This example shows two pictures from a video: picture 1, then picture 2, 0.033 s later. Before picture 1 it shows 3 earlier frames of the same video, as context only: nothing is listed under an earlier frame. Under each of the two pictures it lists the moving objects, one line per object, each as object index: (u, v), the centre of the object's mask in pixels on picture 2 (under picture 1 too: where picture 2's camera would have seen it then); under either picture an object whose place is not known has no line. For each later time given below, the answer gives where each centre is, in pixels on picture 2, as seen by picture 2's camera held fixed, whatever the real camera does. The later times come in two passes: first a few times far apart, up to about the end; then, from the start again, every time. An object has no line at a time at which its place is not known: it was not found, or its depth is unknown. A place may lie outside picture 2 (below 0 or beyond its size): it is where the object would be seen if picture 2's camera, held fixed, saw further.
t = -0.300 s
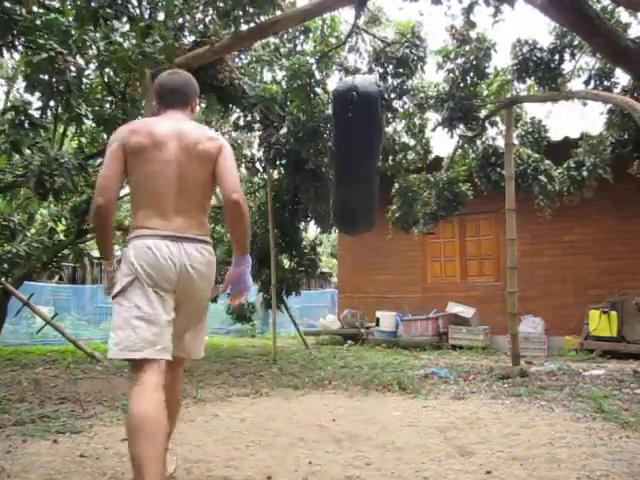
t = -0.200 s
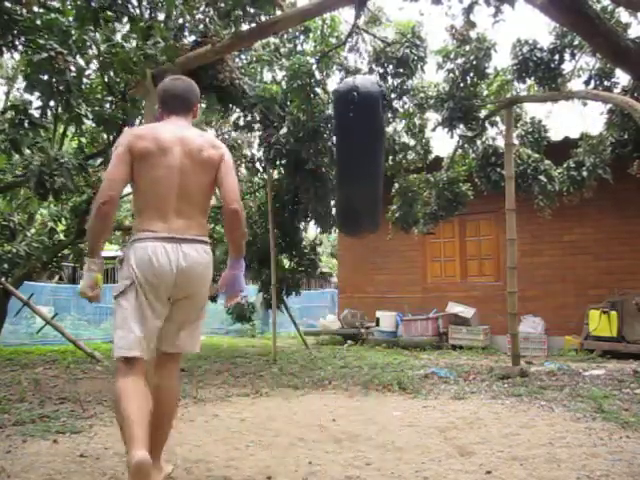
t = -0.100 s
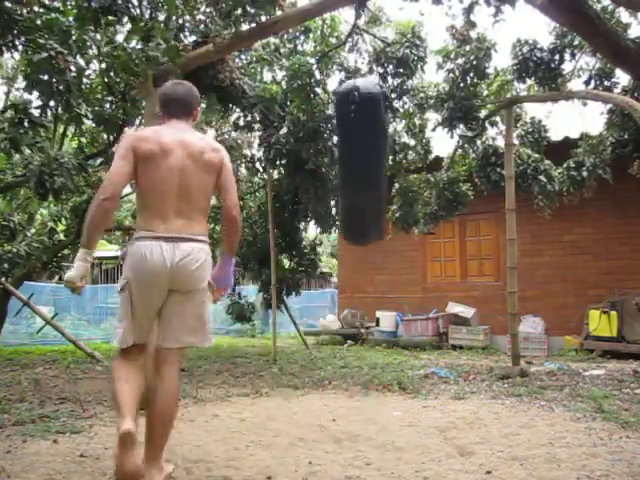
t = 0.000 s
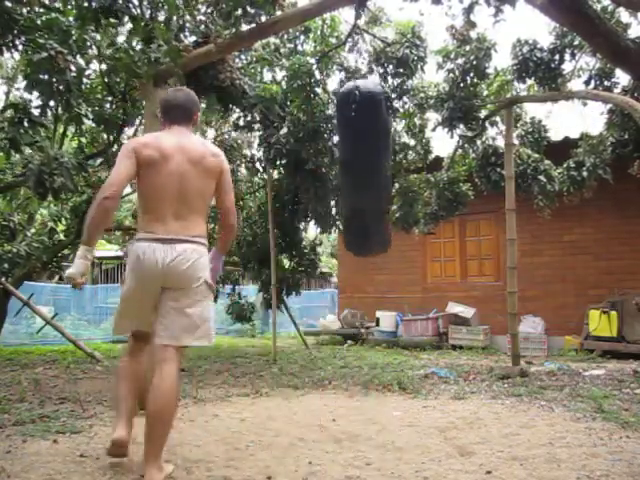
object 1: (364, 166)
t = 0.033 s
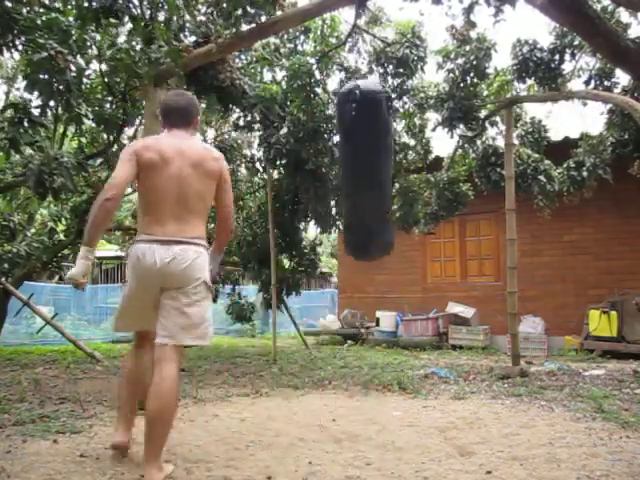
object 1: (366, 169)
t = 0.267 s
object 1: (371, 170)
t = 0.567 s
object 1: (368, 120)
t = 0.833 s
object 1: (360, 100)
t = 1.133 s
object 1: (354, 154)
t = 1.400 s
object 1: (356, 175)
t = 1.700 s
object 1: (361, 160)
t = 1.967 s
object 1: (363, 161)
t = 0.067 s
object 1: (367, 172)
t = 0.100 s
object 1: (368, 174)
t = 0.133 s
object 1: (368, 174)
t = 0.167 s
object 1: (369, 175)
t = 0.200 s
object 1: (370, 173)
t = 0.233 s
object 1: (371, 172)
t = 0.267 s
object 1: (371, 170)
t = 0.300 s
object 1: (371, 168)
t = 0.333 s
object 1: (372, 164)
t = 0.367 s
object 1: (372, 160)
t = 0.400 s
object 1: (372, 155)
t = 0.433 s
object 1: (371, 148)
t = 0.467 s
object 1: (371, 140)
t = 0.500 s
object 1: (370, 133)
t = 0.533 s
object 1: (370, 125)
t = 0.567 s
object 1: (368, 120)
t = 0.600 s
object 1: (368, 115)
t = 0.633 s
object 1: (367, 109)
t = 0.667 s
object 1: (365, 104)
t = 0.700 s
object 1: (364, 100)
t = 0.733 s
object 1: (363, 98)
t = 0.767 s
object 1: (362, 98)
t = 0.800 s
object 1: (361, 99)
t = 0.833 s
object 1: (360, 100)
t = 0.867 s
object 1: (358, 104)
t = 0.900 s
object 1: (358, 107)
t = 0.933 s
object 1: (357, 114)
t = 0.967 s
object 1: (356, 120)
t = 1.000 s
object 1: (355, 127)
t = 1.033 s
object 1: (355, 134)
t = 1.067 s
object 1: (354, 140)
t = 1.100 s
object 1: (354, 146)
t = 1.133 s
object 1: (354, 154)
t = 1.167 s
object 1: (354, 159)
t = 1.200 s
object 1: (354, 164)
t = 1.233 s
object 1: (355, 168)
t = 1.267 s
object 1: (355, 171)
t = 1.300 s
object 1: (355, 173)
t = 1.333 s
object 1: (356, 175)
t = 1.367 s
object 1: (356, 175)
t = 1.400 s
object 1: (356, 175)
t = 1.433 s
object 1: (357, 174)
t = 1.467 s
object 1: (357, 172)
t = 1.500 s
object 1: (358, 171)
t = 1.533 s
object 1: (359, 169)
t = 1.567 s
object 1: (359, 166)
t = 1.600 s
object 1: (360, 165)
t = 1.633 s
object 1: (360, 163)
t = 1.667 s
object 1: (361, 161)
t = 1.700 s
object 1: (361, 160)
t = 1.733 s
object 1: (361, 159)
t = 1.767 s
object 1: (361, 158)
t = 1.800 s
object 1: (362, 157)
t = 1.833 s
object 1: (362, 157)
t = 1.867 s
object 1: (362, 157)
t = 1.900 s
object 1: (363, 159)
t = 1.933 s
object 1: (363, 160)
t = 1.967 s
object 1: (363, 161)
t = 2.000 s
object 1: (364, 163)
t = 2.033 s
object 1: (364, 165)
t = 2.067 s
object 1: (365, 166)
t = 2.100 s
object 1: (365, 169)
